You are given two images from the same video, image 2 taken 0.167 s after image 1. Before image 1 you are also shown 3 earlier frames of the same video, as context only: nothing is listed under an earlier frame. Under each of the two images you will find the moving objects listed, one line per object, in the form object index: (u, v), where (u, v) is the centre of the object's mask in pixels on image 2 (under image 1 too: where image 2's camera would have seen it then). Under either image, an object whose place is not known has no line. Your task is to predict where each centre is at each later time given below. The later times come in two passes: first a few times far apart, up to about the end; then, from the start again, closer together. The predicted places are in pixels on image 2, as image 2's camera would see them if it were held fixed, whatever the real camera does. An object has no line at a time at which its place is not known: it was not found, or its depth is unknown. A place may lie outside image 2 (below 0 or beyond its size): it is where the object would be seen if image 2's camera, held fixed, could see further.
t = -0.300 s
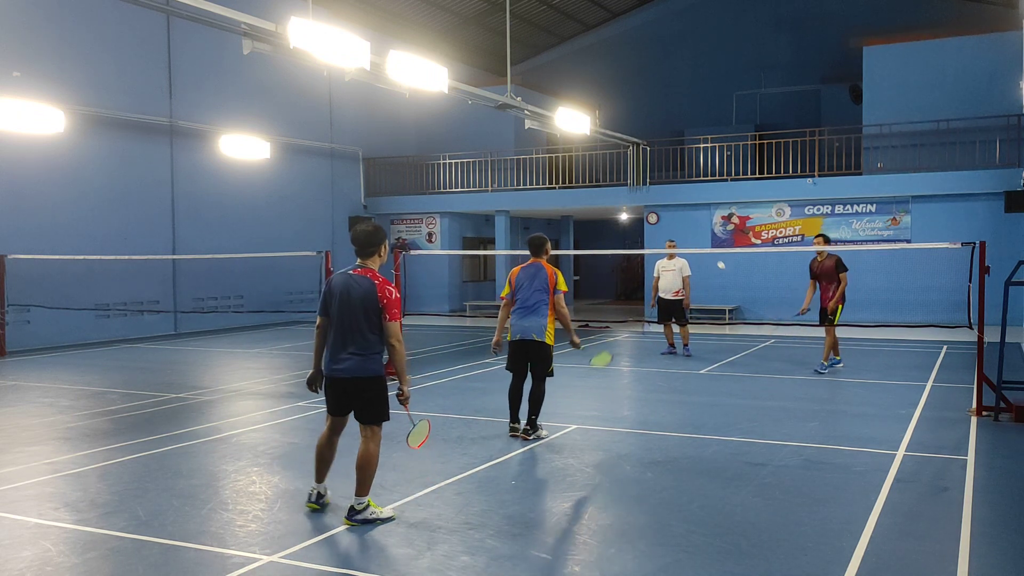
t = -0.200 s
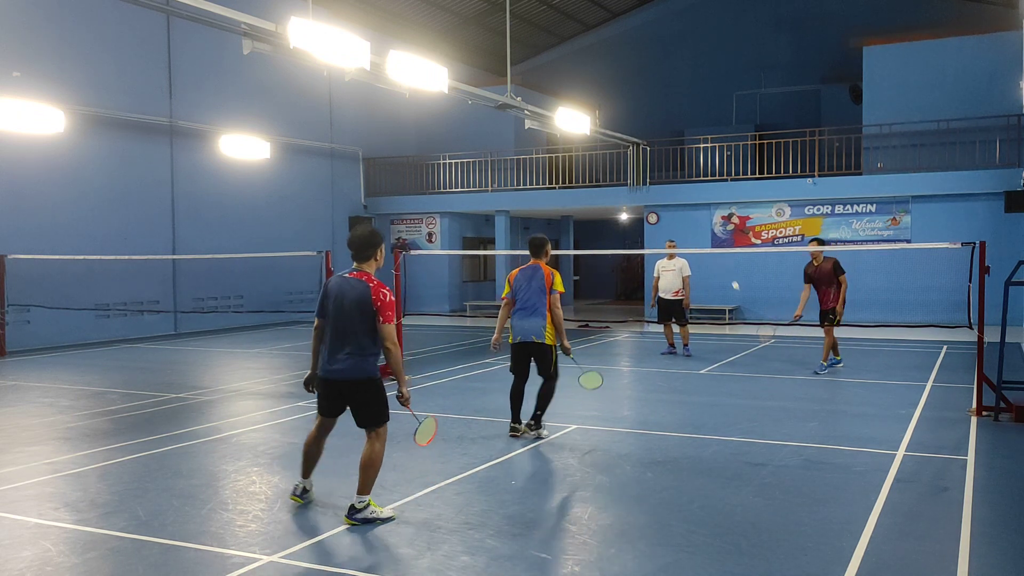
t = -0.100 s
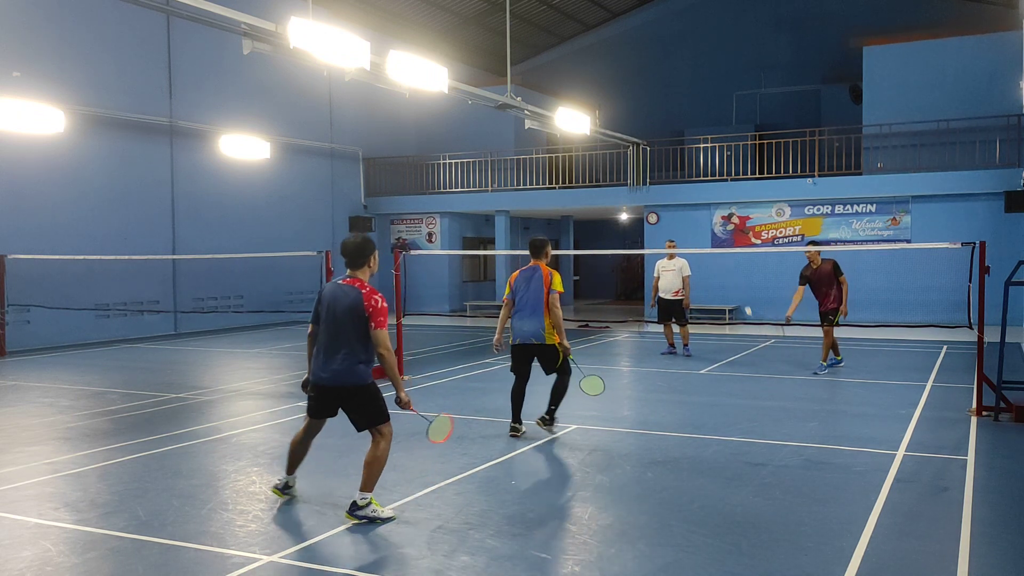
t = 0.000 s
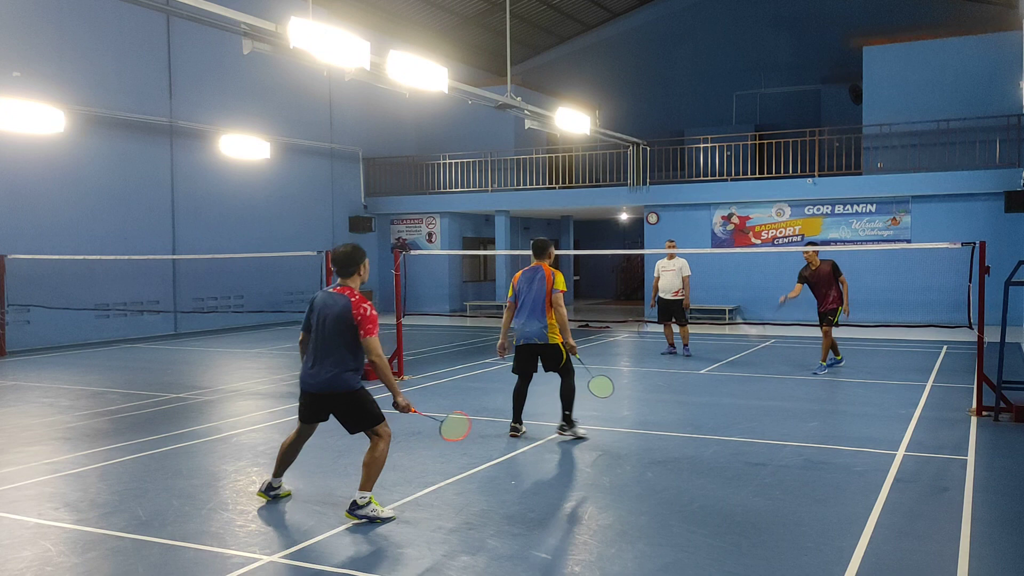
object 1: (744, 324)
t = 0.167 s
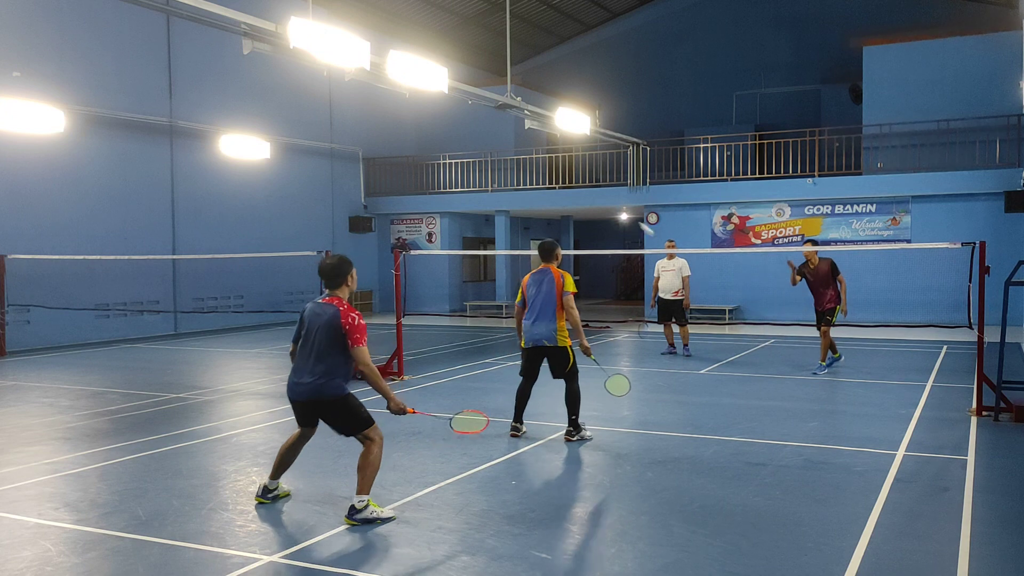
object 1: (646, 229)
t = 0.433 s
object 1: (522, 157)
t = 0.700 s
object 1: (409, 164)
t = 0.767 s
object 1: (382, 180)
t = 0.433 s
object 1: (522, 157)
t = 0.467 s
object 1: (507, 153)
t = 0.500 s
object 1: (493, 151)
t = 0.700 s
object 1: (409, 164)
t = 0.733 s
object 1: (395, 171)
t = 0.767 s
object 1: (382, 180)
